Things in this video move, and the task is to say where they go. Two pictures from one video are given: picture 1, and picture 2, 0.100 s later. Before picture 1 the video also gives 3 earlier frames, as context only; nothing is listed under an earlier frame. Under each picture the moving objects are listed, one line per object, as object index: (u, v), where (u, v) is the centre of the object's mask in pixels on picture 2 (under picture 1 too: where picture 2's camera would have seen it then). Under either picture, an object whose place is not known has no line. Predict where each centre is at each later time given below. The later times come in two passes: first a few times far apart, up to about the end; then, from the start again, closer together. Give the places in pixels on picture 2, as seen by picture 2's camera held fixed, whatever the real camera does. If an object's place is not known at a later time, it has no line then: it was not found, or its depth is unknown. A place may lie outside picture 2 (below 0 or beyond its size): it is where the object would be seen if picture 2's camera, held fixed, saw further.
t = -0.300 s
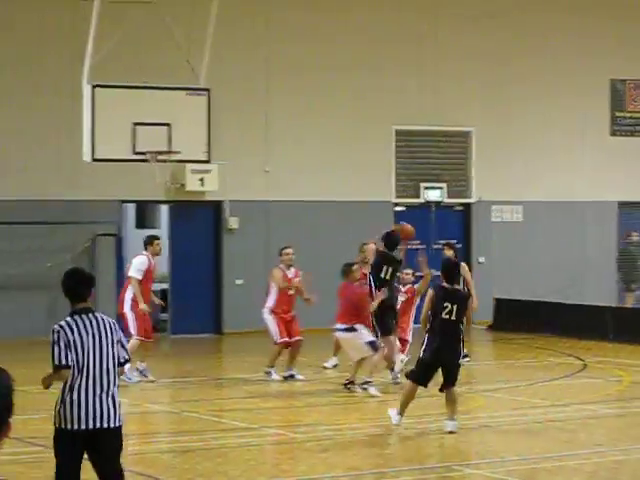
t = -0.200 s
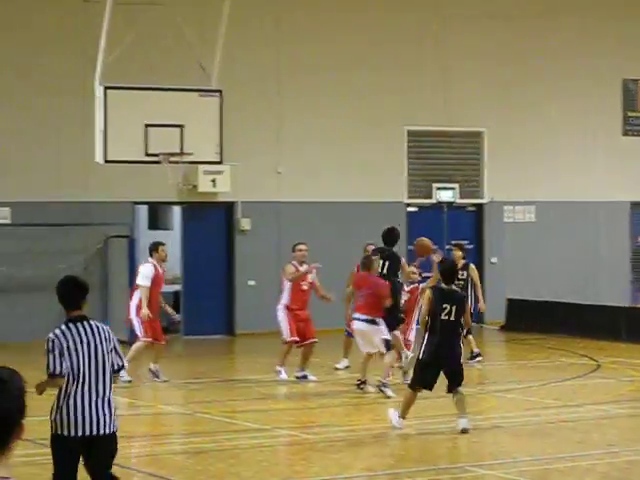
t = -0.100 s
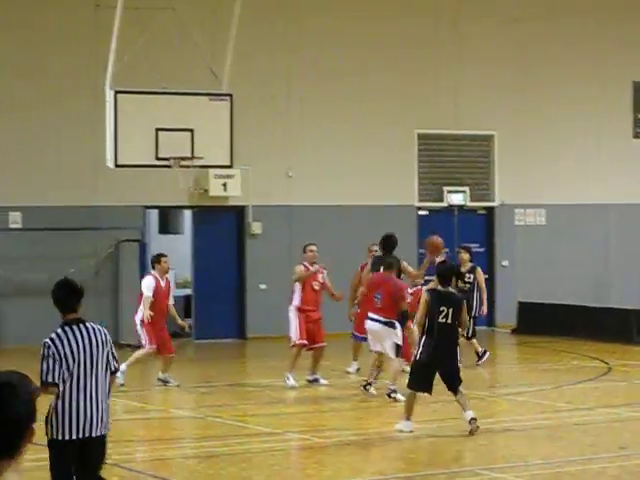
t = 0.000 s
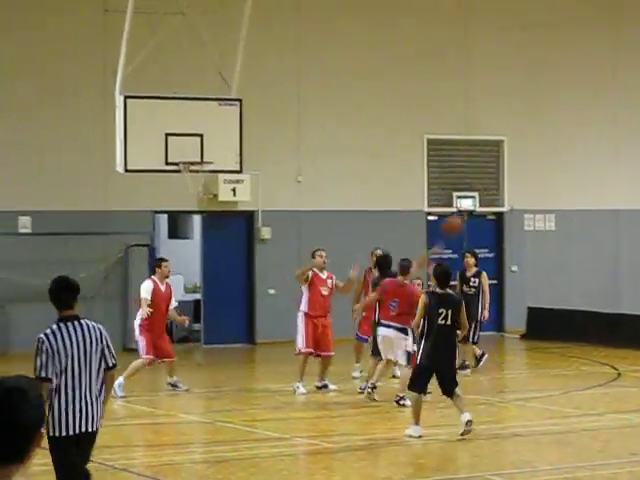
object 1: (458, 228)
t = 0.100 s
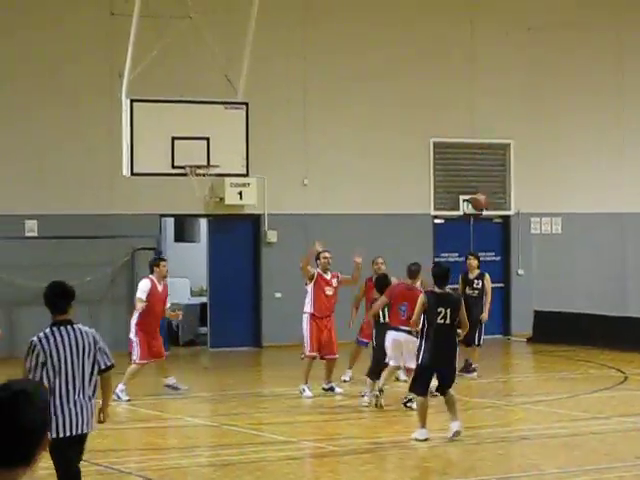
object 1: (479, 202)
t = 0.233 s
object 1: (502, 182)
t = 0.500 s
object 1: (550, 182)
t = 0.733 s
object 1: (592, 223)
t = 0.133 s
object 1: (485, 195)
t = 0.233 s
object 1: (502, 182)
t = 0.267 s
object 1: (508, 179)
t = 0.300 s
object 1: (514, 178)
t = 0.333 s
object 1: (520, 177)
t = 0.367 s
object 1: (526, 176)
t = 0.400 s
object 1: (532, 176)
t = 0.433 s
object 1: (538, 178)
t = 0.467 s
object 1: (544, 180)
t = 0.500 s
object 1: (550, 182)
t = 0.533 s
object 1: (556, 186)
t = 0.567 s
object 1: (562, 190)
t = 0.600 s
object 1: (568, 195)
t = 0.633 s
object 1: (574, 201)
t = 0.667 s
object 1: (580, 208)
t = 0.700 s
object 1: (586, 216)
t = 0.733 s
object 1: (592, 223)
